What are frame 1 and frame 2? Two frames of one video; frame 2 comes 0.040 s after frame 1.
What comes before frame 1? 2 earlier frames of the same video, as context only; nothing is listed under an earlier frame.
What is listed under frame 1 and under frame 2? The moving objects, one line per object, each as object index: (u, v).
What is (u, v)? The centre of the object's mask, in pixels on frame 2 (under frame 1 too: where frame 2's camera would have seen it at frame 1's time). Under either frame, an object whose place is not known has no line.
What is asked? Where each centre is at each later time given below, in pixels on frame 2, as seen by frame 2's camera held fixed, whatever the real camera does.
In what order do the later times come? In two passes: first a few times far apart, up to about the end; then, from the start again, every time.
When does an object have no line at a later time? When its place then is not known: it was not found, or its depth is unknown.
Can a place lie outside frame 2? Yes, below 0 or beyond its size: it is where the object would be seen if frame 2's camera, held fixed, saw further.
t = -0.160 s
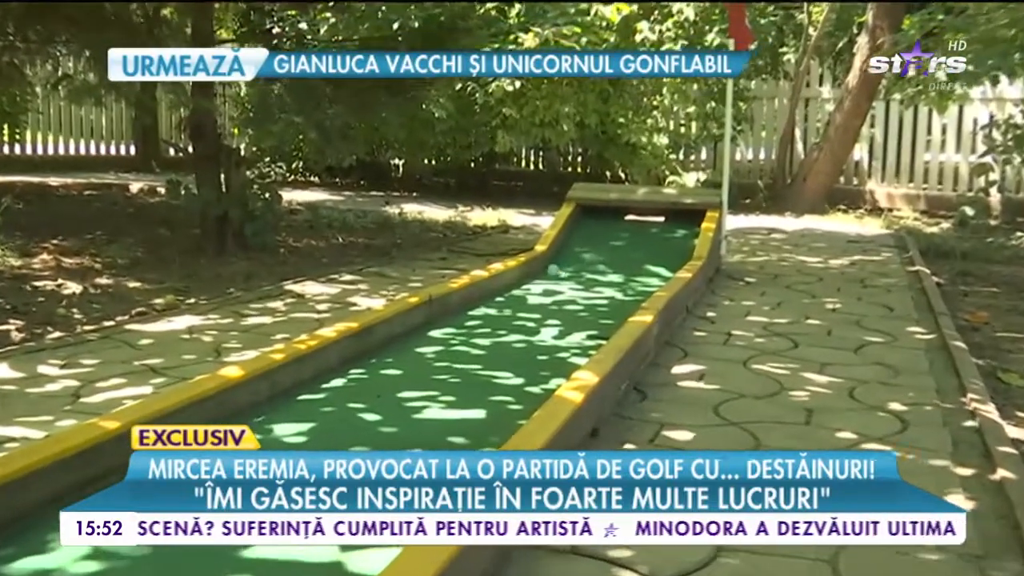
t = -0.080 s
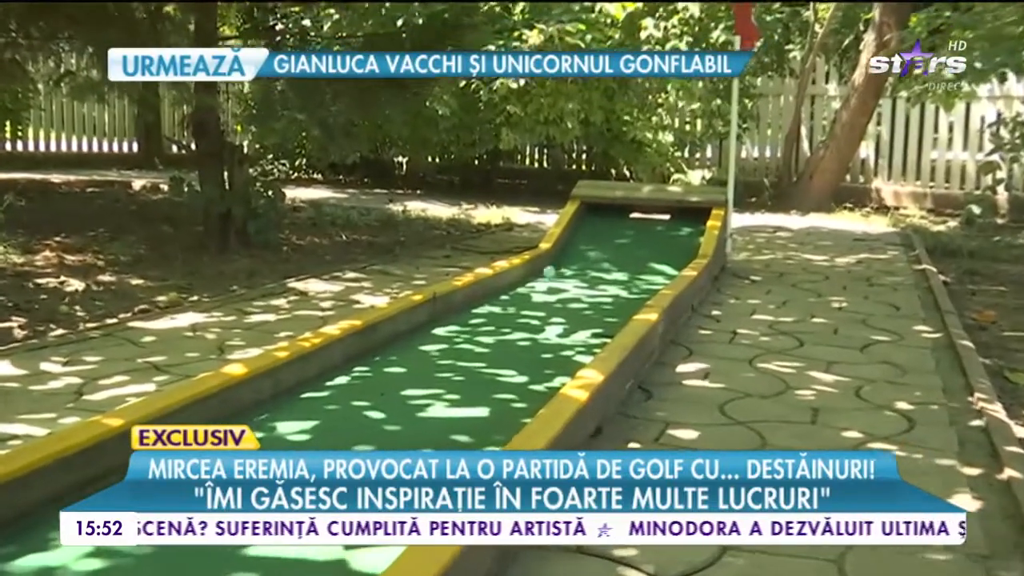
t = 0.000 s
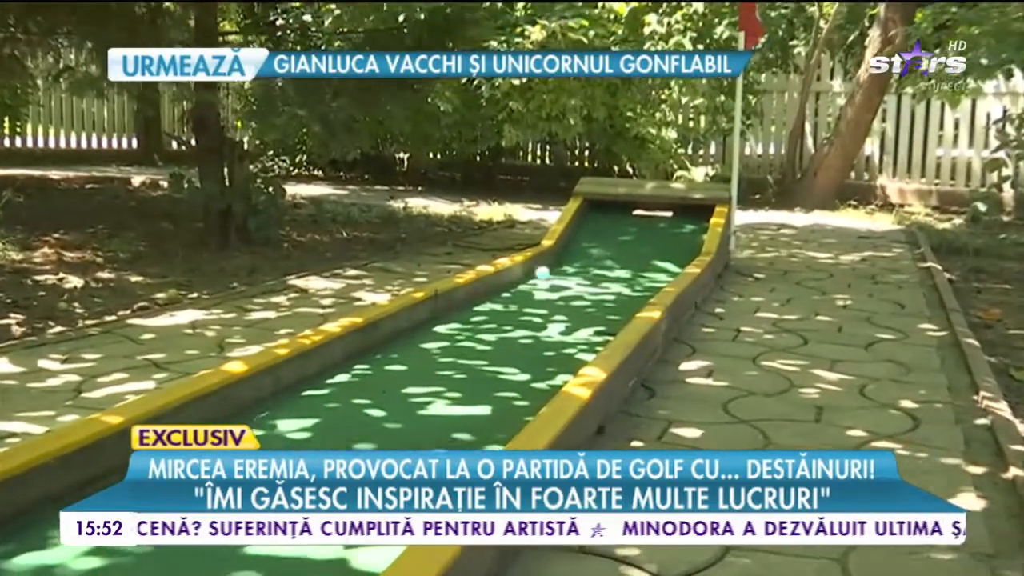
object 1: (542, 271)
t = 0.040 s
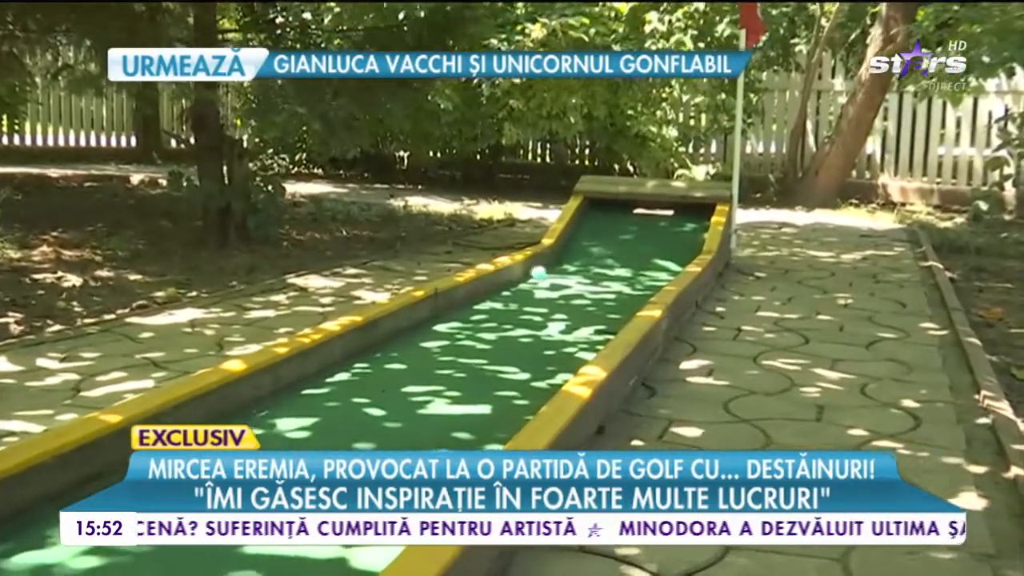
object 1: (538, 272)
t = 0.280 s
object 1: (513, 281)
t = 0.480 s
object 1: (493, 288)
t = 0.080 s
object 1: (534, 274)
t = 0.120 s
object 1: (531, 275)
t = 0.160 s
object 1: (524, 276)
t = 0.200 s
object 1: (522, 278)
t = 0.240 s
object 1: (517, 279)
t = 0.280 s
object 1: (513, 281)
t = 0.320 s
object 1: (509, 283)
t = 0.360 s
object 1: (505, 283)
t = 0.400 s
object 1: (501, 284)
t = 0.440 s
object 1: (497, 286)
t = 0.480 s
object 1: (493, 288)
